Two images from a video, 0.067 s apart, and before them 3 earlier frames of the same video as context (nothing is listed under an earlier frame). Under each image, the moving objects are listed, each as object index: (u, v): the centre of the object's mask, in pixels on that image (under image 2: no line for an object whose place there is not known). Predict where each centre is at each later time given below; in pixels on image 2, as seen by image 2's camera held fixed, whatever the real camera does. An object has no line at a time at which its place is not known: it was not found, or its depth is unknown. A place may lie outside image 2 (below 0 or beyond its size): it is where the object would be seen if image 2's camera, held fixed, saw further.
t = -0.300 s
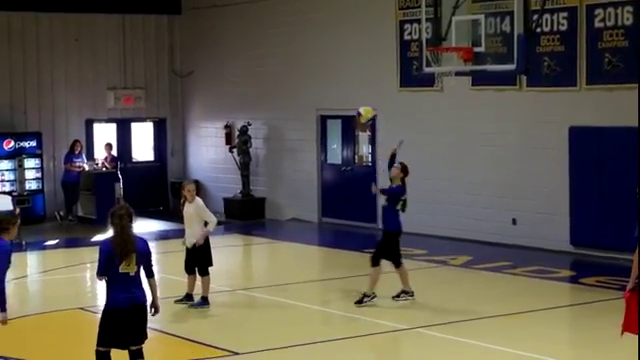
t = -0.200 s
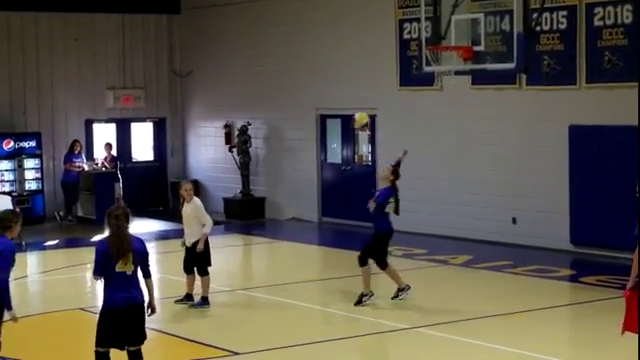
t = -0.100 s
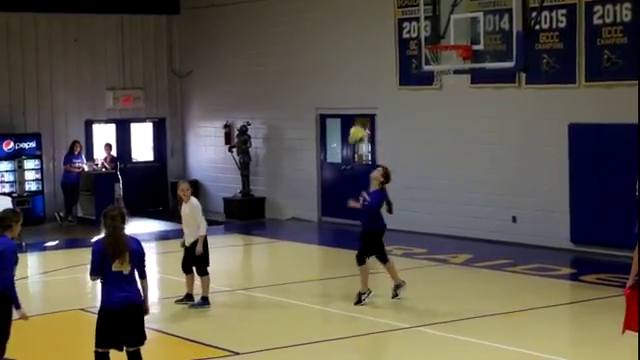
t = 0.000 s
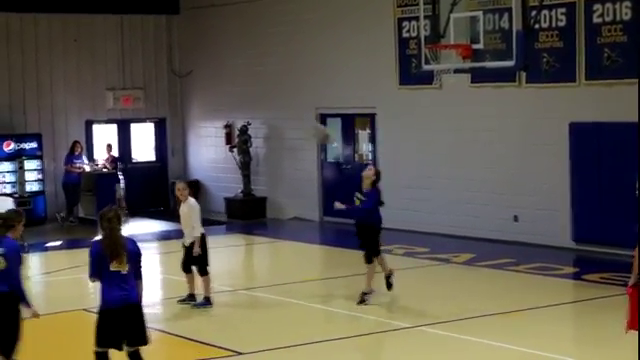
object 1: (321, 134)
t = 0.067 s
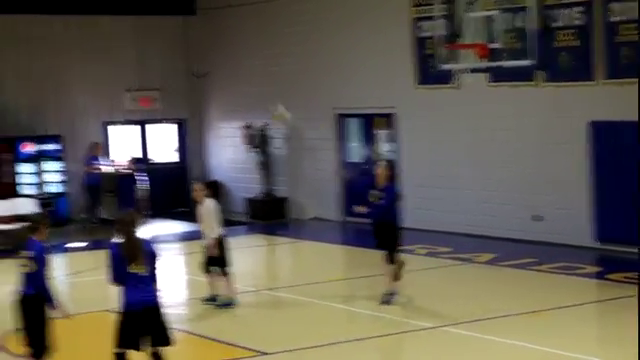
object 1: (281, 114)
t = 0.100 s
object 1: (250, 104)
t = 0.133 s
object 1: (220, 92)
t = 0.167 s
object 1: (189, 87)
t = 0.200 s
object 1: (160, 79)
